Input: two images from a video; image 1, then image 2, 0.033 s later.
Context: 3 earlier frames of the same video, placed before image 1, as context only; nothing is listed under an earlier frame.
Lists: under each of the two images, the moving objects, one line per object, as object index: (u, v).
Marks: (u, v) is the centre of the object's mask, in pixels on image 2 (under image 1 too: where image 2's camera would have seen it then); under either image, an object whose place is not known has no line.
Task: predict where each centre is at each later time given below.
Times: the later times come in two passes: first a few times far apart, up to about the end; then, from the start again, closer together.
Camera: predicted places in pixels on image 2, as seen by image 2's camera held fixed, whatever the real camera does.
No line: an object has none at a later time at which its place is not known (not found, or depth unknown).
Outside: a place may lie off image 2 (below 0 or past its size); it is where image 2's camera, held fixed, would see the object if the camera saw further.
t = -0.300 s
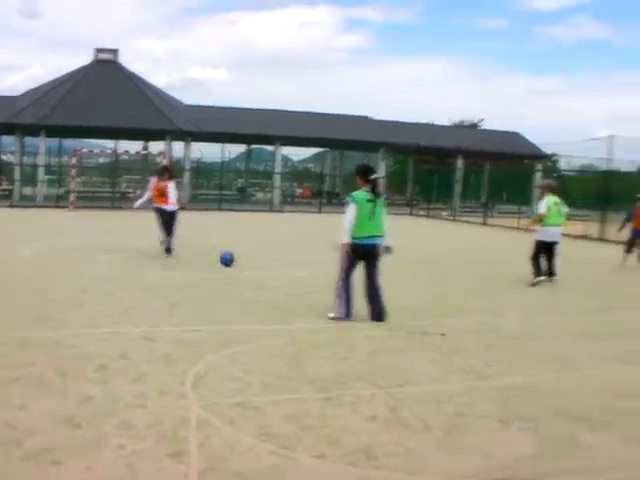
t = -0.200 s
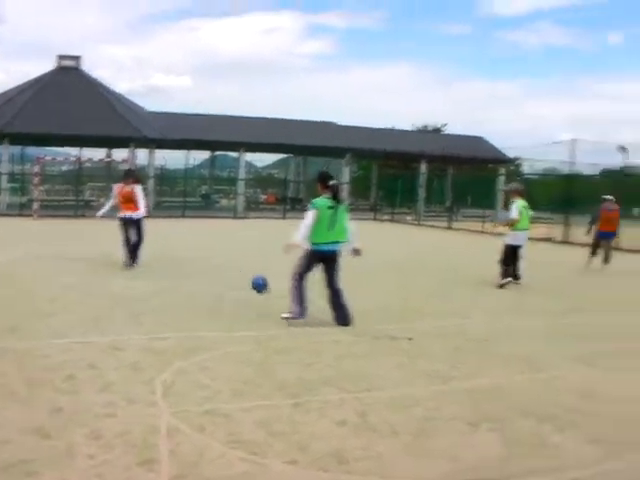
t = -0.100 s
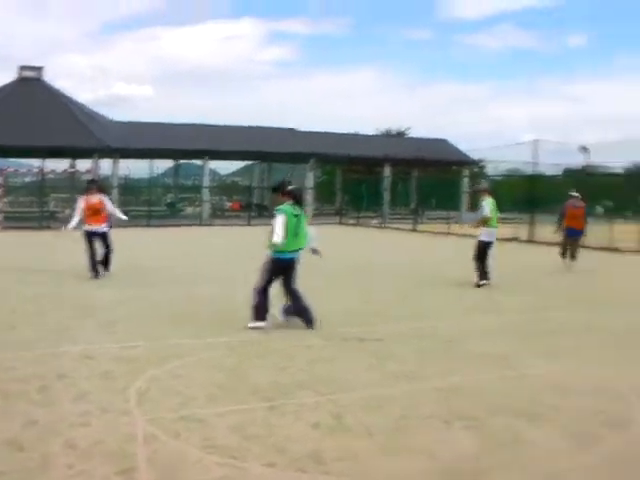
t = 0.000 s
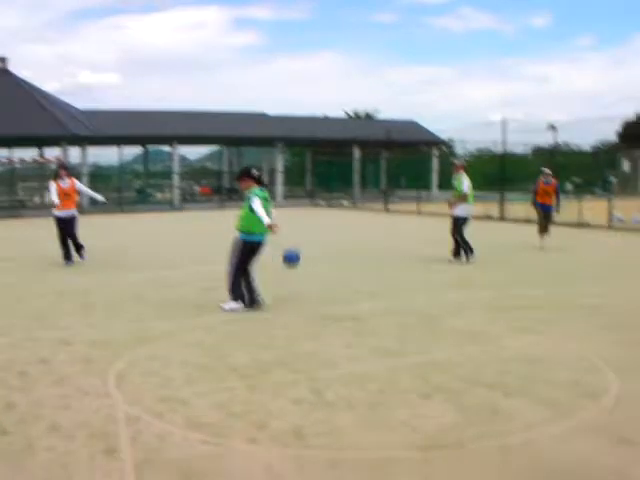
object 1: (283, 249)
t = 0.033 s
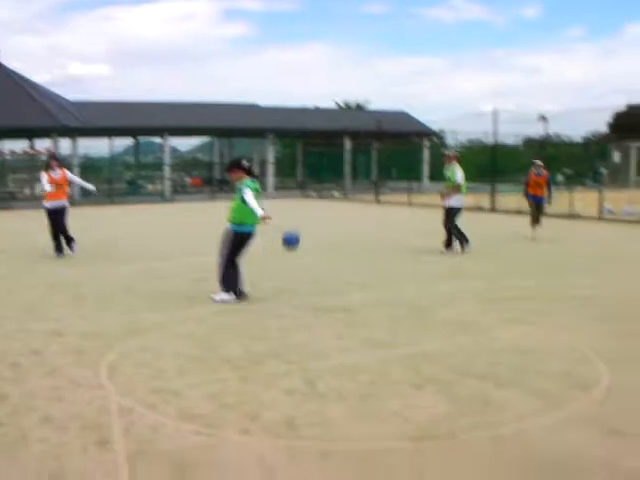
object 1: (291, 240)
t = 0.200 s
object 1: (329, 212)
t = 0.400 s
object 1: (368, 213)
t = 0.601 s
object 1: (402, 244)
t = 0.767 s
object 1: (428, 232)
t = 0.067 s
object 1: (299, 232)
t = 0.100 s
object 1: (306, 226)
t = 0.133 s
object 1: (314, 220)
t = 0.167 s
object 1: (321, 216)
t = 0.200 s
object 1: (329, 212)
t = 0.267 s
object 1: (342, 210)
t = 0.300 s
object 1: (349, 209)
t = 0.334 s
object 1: (355, 209)
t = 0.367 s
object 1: (362, 211)
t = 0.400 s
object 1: (368, 213)
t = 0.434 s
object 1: (374, 216)
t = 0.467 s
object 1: (380, 220)
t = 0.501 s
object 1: (385, 226)
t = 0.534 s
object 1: (391, 230)
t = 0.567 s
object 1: (397, 237)
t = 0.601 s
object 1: (402, 244)
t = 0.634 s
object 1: (407, 251)
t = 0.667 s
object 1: (412, 254)
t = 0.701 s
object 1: (418, 245)
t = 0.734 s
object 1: (423, 238)
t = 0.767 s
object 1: (428, 232)
